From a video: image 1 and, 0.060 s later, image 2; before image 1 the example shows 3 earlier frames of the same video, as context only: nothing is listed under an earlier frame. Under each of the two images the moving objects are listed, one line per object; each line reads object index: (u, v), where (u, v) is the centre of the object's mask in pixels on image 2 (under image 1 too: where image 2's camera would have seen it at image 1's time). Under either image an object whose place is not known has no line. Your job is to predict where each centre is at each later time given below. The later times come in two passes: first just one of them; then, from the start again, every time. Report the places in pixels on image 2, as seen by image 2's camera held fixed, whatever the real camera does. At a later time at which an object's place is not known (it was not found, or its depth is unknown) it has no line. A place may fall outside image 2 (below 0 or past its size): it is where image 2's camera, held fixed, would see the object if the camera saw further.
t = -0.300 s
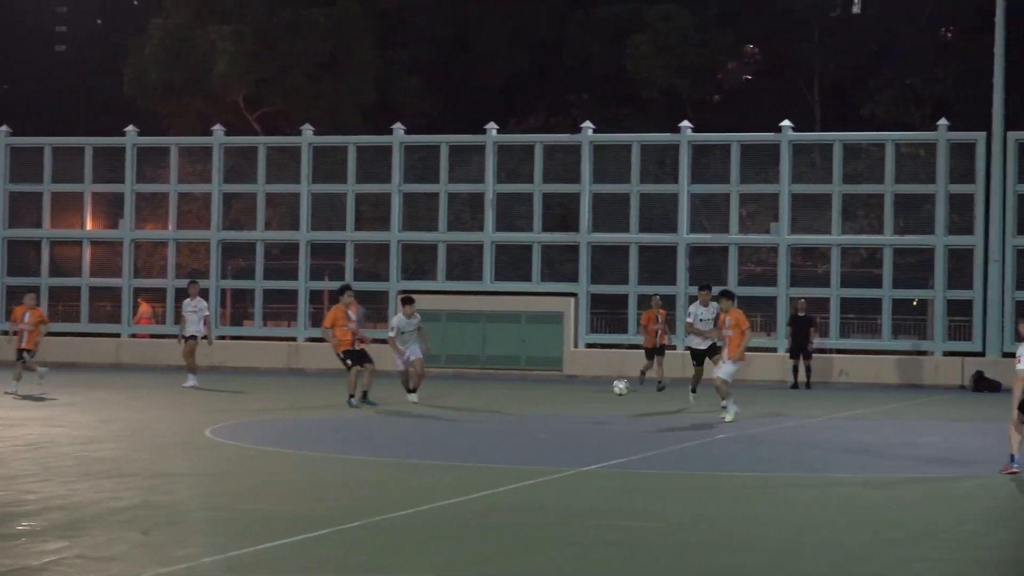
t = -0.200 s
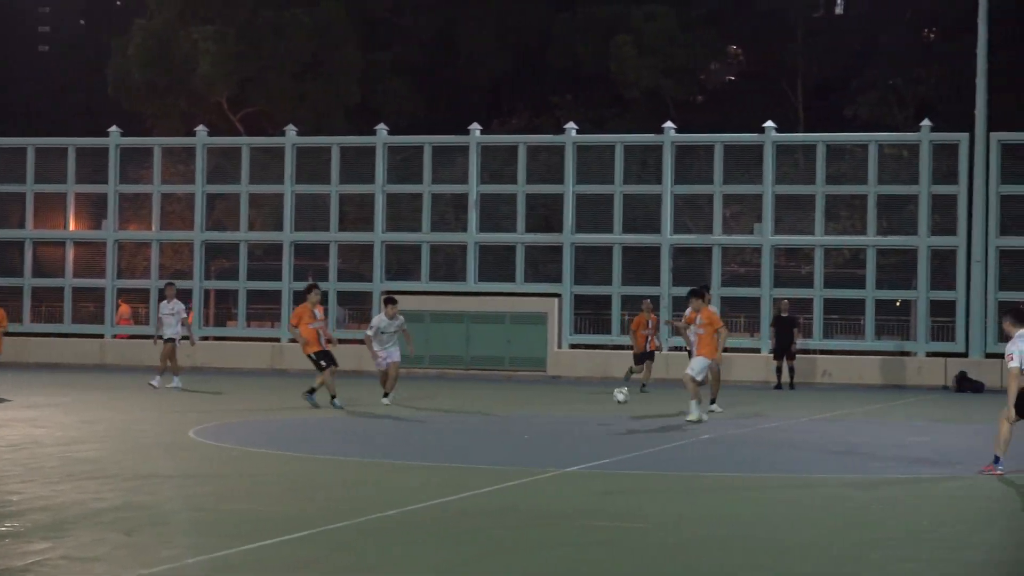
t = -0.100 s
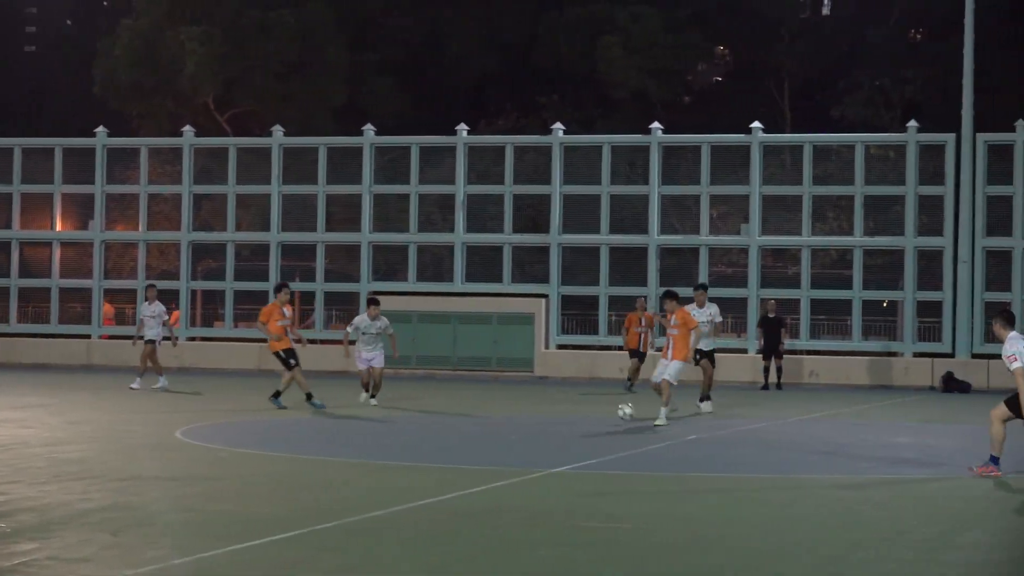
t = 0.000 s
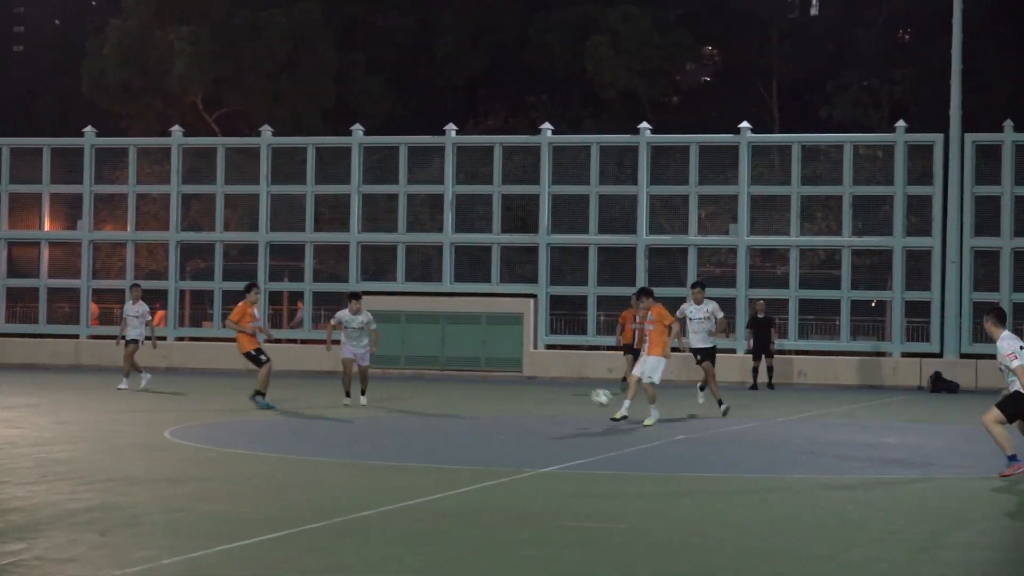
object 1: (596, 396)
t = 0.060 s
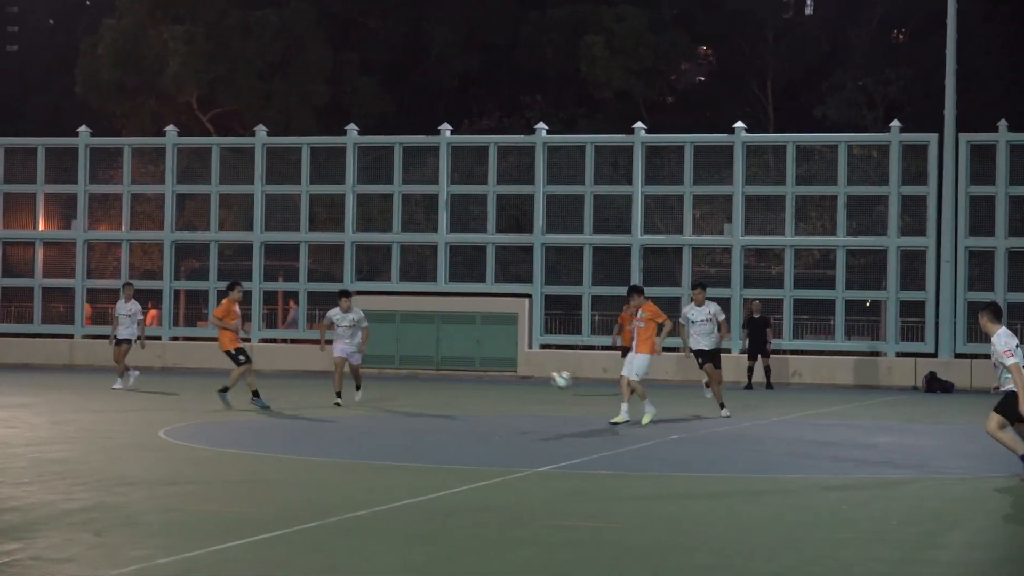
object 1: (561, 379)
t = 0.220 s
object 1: (461, 340)
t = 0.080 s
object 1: (549, 373)
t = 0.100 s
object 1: (537, 368)
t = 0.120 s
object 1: (524, 363)
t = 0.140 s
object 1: (511, 358)
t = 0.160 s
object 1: (499, 353)
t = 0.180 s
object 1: (487, 348)
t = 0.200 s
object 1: (474, 344)
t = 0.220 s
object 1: (461, 340)
